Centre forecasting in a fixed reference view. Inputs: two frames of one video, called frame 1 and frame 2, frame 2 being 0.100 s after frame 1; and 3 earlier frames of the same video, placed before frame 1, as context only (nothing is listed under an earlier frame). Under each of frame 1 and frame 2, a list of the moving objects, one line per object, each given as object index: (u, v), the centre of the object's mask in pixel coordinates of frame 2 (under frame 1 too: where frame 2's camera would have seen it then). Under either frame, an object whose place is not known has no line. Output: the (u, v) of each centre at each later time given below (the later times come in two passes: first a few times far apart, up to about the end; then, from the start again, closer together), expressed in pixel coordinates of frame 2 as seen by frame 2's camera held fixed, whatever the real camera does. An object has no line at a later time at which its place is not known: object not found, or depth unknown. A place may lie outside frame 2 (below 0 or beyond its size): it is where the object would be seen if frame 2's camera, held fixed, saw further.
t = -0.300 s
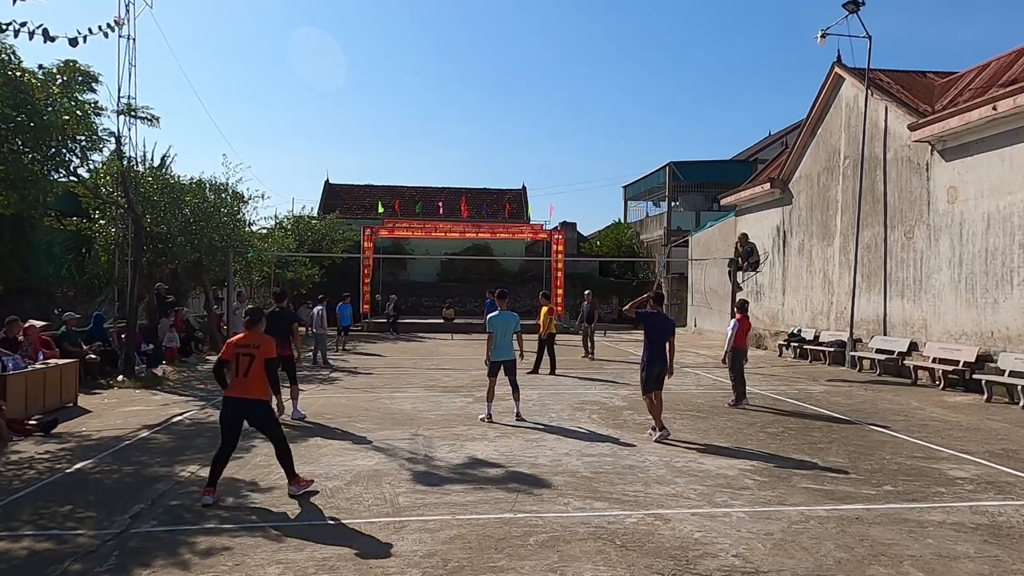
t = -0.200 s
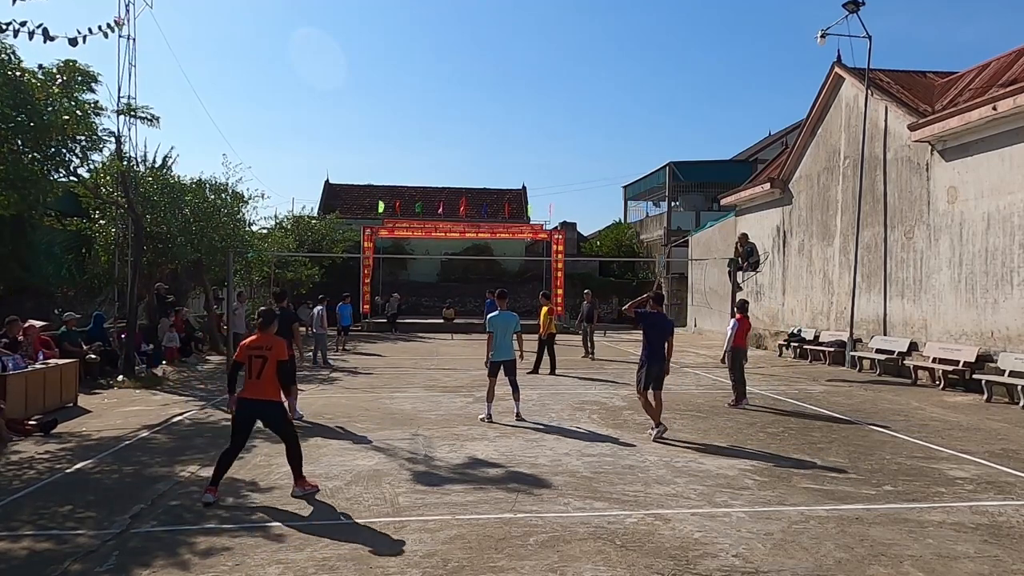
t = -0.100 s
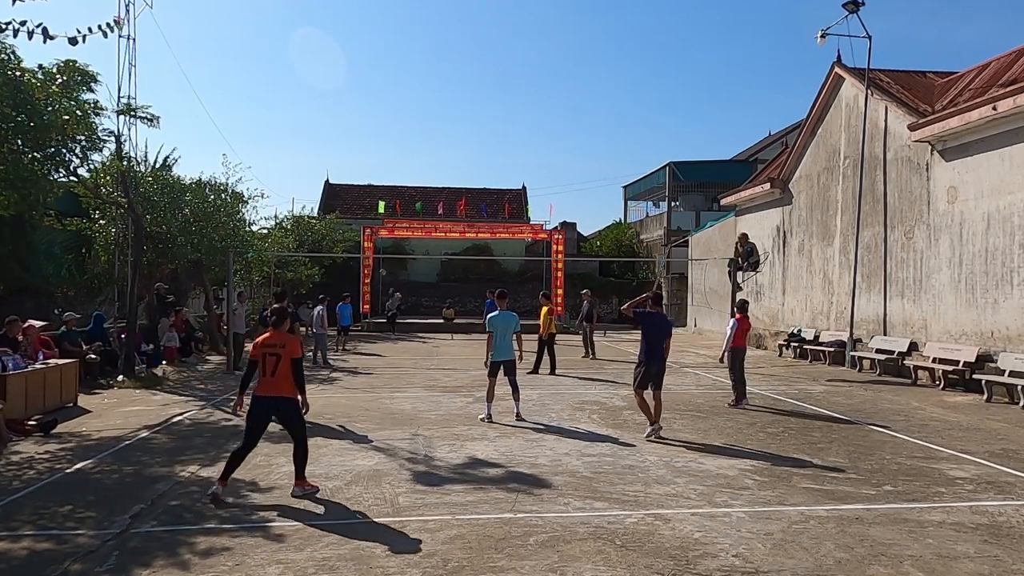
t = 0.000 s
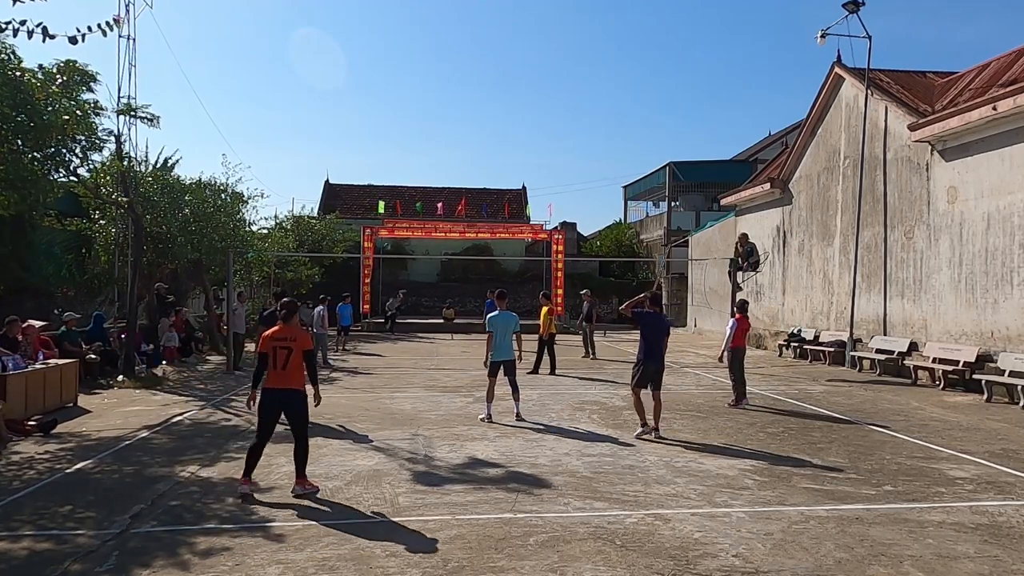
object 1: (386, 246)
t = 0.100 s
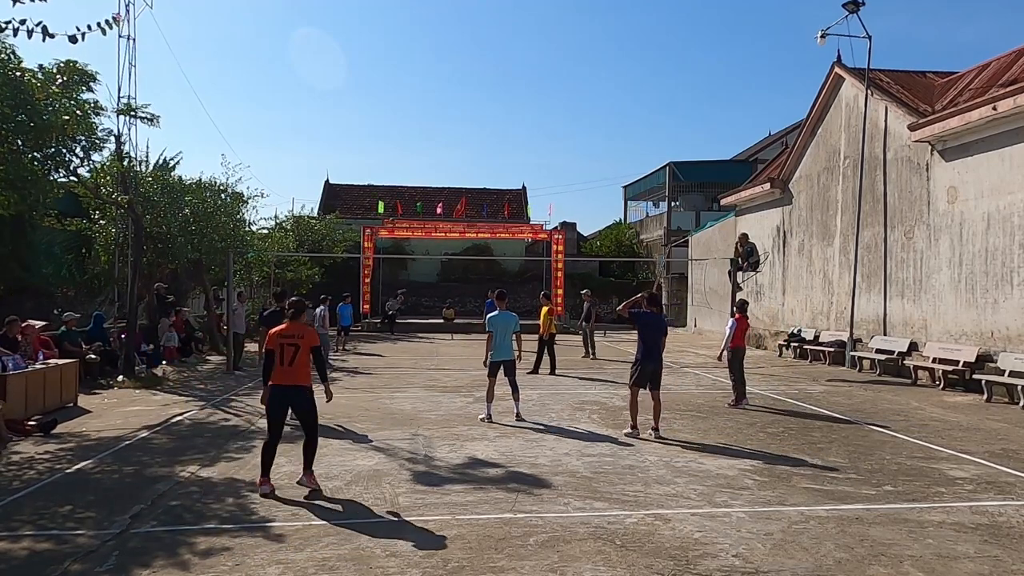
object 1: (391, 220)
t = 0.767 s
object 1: (447, 109)
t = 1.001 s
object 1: (475, 102)
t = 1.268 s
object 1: (517, 128)
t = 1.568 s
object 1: (575, 226)
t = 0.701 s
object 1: (439, 115)
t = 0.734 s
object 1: (443, 112)
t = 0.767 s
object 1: (447, 109)
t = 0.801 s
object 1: (450, 107)
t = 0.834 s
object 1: (454, 105)
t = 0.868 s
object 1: (458, 104)
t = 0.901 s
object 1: (462, 103)
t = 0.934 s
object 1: (466, 102)
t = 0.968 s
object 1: (471, 102)
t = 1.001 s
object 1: (475, 102)
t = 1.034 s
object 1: (480, 103)
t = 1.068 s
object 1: (484, 105)
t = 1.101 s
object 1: (489, 107)
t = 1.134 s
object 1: (495, 110)
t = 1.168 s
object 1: (500, 113)
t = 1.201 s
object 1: (505, 118)
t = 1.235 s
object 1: (511, 123)
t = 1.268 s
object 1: (517, 128)
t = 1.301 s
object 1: (522, 135)
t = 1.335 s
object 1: (529, 143)
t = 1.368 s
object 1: (534, 151)
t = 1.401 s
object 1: (541, 161)
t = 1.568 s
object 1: (575, 226)
